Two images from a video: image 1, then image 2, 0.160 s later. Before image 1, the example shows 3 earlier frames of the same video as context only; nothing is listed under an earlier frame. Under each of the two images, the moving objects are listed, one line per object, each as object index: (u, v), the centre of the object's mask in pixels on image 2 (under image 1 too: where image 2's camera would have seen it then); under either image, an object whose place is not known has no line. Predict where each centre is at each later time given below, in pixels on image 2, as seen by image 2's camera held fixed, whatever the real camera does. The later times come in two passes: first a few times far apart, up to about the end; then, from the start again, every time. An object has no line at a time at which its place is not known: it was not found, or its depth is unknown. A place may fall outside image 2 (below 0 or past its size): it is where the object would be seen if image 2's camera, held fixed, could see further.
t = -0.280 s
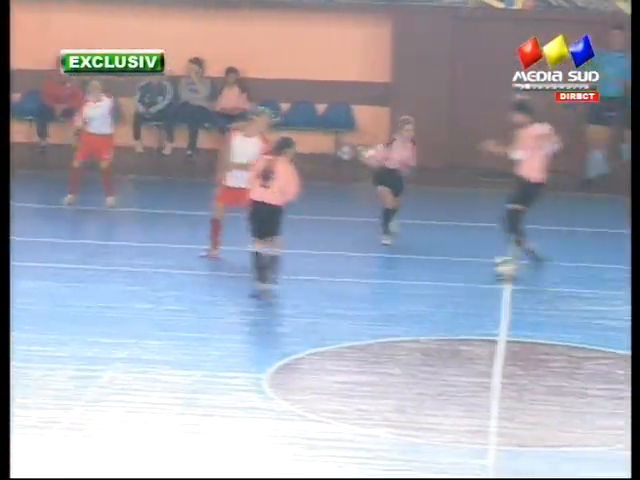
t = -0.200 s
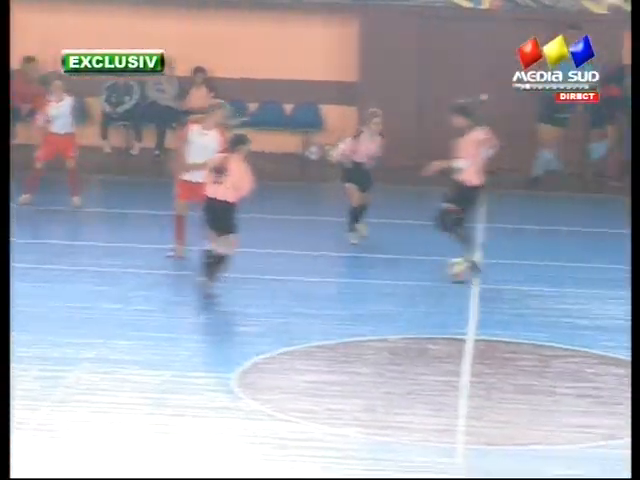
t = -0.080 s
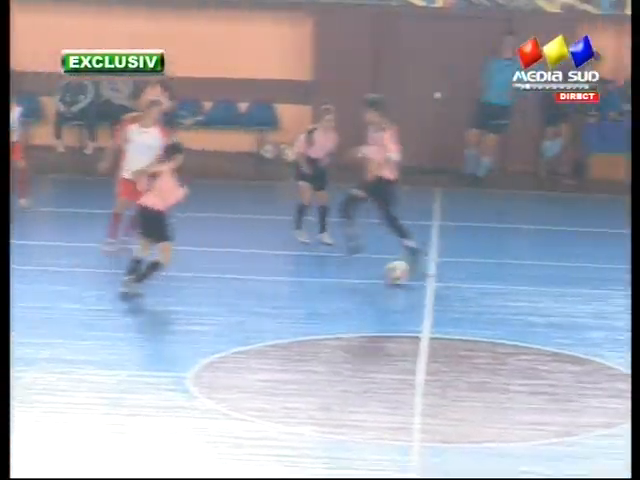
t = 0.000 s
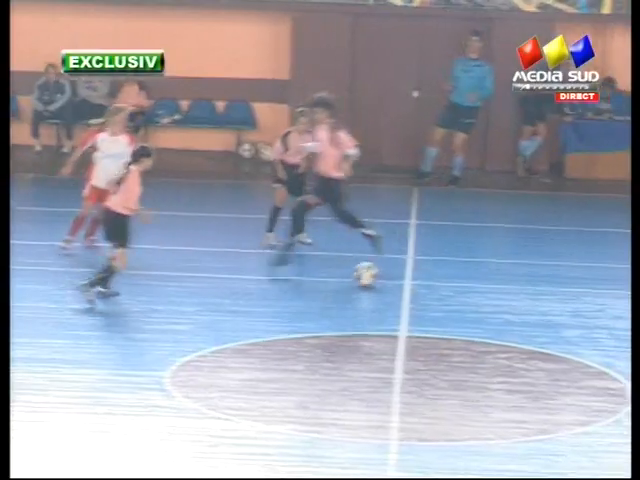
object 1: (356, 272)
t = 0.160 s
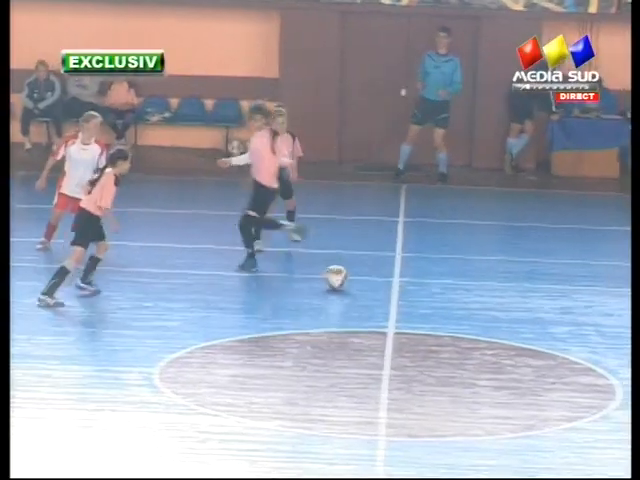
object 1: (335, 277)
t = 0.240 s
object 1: (326, 281)
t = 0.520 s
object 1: (294, 290)
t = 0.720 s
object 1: (268, 299)
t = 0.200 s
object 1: (331, 278)
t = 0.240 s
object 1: (326, 281)
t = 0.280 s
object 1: (322, 281)
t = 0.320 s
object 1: (318, 283)
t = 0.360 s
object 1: (313, 285)
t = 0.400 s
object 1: (308, 285)
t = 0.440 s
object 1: (303, 287)
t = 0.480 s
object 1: (299, 289)
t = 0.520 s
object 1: (294, 290)
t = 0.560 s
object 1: (289, 293)
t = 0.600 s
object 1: (284, 294)
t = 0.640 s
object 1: (278, 296)
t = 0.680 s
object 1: (273, 297)
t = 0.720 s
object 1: (268, 299)
